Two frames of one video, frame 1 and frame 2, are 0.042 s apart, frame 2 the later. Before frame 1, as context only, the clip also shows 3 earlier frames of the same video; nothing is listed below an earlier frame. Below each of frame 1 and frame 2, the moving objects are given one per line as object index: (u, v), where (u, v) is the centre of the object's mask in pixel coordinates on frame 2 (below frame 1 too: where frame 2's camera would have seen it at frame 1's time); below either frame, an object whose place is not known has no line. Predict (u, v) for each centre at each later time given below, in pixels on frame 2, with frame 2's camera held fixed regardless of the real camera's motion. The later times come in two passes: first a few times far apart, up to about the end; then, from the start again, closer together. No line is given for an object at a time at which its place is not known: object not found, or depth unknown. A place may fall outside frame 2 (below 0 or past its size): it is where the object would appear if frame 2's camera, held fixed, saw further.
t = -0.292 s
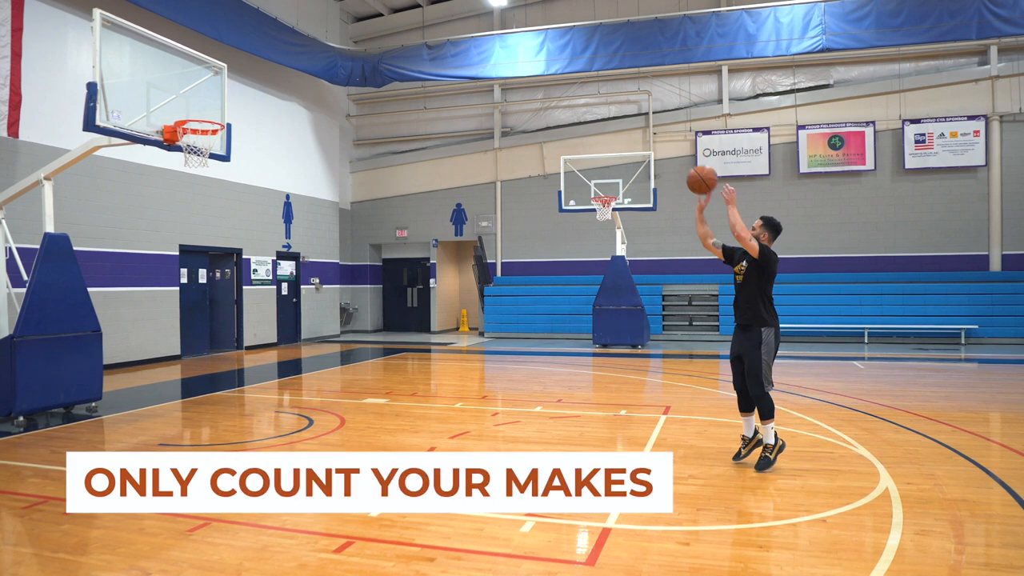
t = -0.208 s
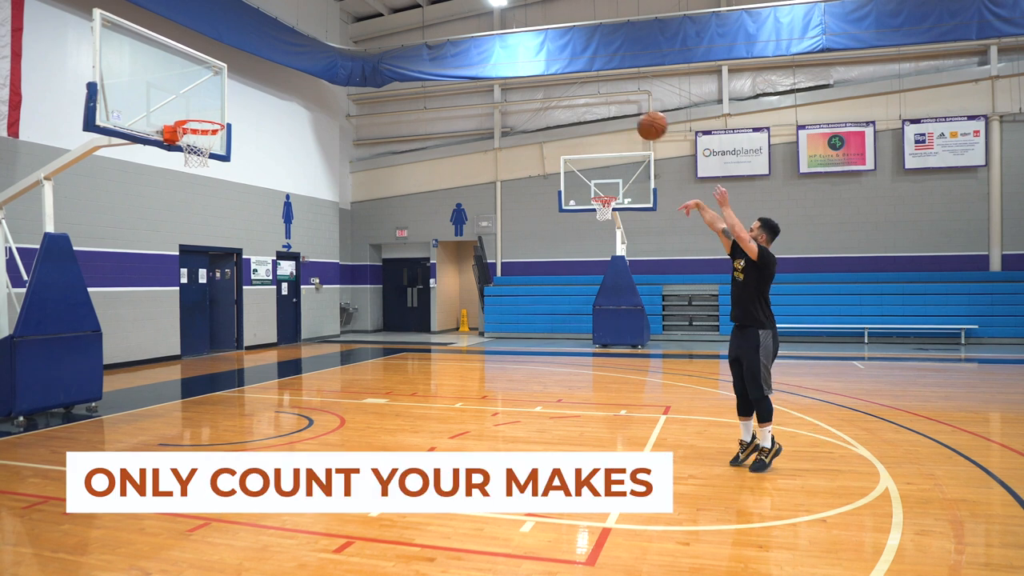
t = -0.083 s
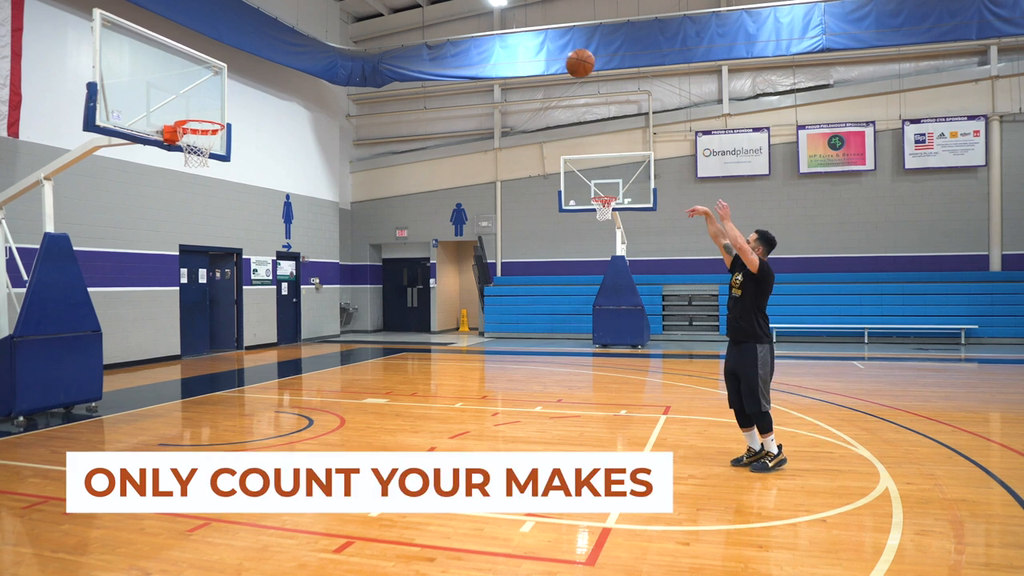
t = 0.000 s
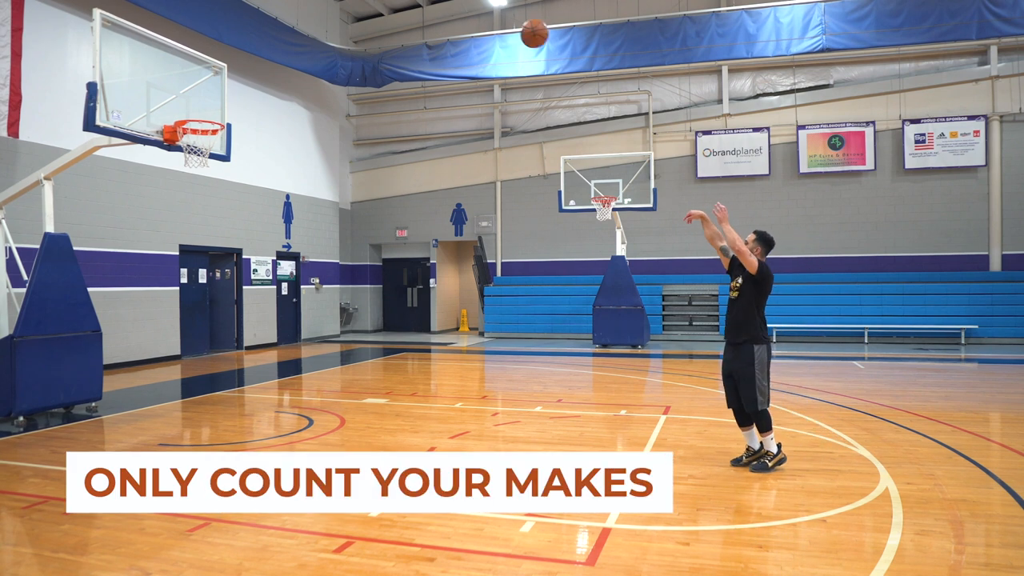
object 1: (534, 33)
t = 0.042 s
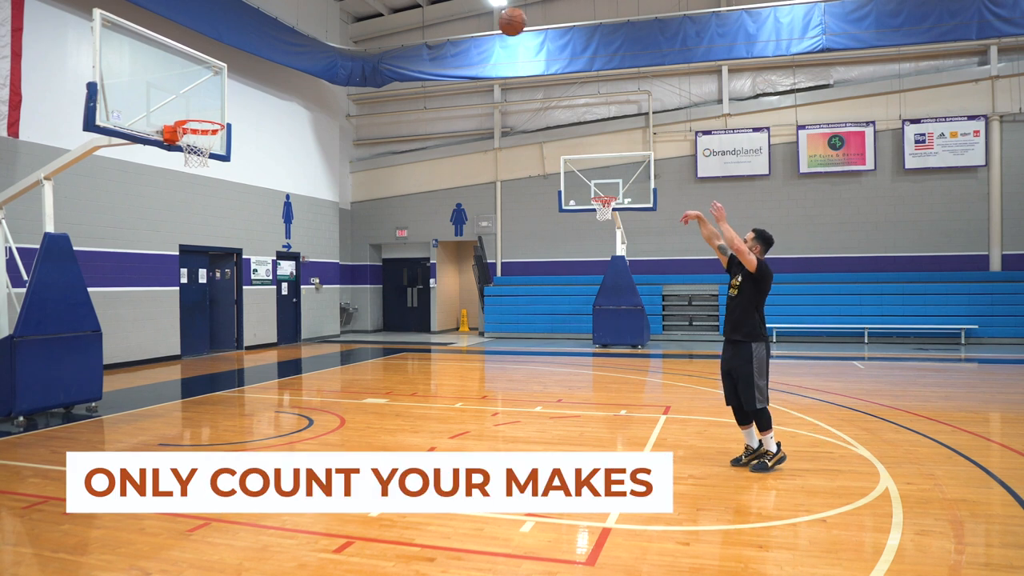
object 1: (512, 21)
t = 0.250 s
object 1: (409, 4)
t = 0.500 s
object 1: (299, 24)
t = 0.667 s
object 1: (233, 77)
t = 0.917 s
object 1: (189, 173)
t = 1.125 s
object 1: (202, 263)
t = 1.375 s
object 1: (218, 403)
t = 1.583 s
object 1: (251, 313)
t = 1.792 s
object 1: (286, 261)
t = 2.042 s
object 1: (328, 249)
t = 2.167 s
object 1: (350, 265)
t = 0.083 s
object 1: (491, 13)
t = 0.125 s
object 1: (469, 8)
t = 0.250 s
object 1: (409, 4)
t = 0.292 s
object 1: (390, 4)
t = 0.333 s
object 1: (371, 5)
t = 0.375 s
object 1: (352, 6)
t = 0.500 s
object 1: (299, 24)
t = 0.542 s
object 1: (282, 35)
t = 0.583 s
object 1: (265, 47)
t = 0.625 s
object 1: (249, 61)
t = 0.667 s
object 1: (233, 77)
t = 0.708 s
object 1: (217, 94)
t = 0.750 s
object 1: (202, 111)
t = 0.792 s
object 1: (187, 133)
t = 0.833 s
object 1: (185, 149)
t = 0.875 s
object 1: (187, 160)
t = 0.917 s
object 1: (189, 173)
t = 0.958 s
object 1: (192, 188)
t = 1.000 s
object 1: (194, 205)
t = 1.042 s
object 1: (197, 222)
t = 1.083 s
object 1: (200, 242)
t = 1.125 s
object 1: (202, 263)
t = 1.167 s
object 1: (205, 286)
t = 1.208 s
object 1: (207, 310)
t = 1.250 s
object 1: (209, 336)
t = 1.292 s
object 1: (212, 363)
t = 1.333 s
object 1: (214, 391)
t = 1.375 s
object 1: (218, 403)
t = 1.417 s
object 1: (225, 382)
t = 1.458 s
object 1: (232, 363)
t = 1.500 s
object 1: (238, 344)
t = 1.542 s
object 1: (245, 328)
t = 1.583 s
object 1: (251, 313)
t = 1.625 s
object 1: (258, 300)
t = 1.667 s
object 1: (265, 288)
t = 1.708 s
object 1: (272, 278)
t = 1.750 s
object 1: (279, 268)
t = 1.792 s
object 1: (286, 261)
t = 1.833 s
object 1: (293, 255)
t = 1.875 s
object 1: (300, 251)
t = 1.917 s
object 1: (307, 248)
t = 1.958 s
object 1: (314, 247)
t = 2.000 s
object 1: (321, 247)
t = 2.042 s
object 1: (328, 249)
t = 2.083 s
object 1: (335, 253)
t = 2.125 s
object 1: (342, 258)
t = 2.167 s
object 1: (350, 265)
